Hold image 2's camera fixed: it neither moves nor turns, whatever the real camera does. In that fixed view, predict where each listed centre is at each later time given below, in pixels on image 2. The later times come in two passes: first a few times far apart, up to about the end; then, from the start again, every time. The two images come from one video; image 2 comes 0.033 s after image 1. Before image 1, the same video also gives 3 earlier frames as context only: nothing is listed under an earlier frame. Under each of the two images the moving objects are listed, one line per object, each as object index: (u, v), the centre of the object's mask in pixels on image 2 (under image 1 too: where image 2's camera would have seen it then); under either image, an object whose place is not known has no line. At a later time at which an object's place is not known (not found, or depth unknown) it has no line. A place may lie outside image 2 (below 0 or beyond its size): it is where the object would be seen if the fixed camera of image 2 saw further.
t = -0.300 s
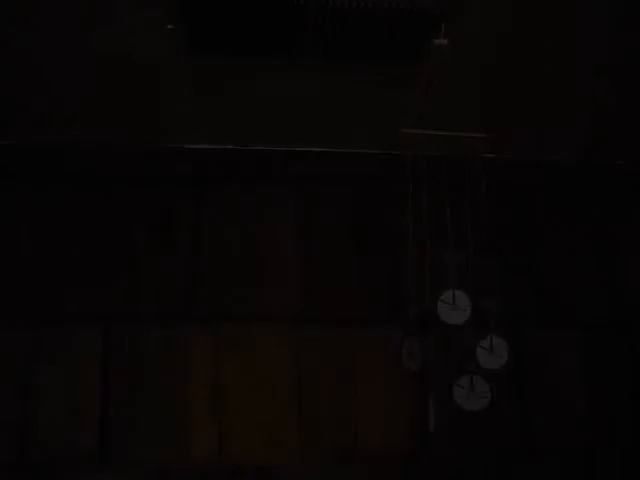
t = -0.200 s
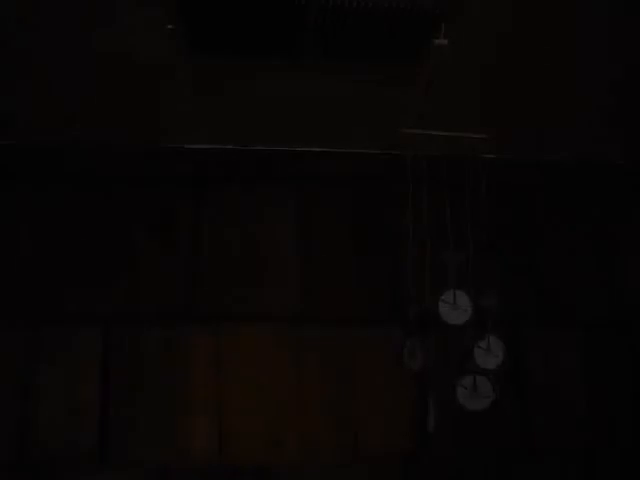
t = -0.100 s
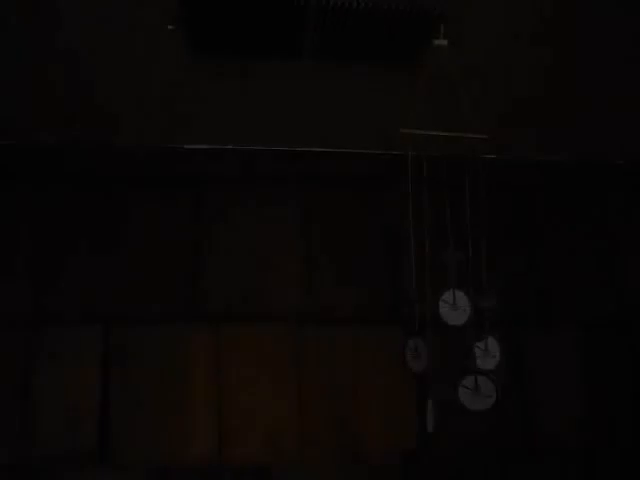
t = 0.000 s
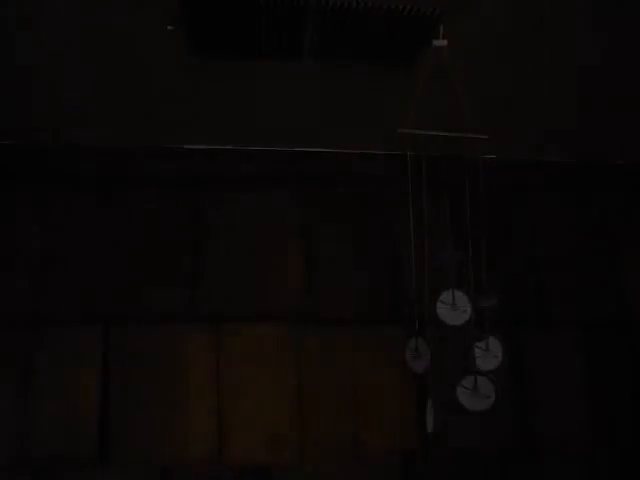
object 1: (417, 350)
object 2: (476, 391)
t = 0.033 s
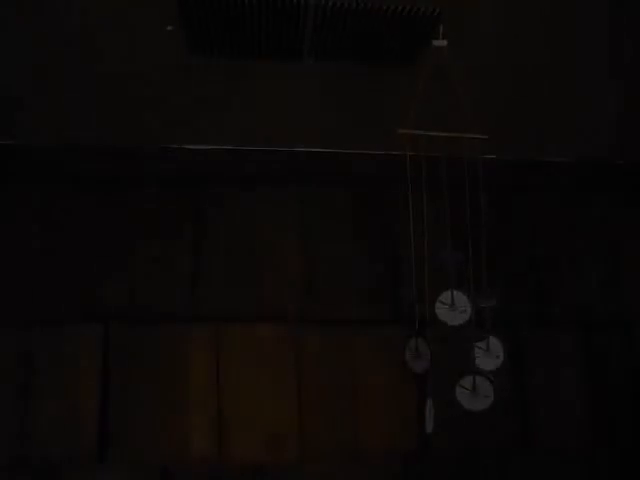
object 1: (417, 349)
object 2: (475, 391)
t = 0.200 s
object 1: (415, 349)
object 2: (471, 391)
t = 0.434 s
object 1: (408, 350)
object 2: (467, 390)
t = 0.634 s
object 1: (404, 344)
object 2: (473, 390)
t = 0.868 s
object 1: (408, 343)
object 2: (474, 388)
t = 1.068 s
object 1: (414, 343)
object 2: (470, 388)
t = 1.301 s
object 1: (415, 342)
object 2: (468, 388)
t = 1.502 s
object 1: (410, 342)
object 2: (470, 389)
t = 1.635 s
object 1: (406, 342)
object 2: (473, 390)
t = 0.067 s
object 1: (417, 350)
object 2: (474, 392)
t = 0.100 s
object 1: (417, 350)
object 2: (473, 391)
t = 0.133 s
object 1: (417, 350)
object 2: (473, 391)
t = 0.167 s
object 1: (416, 350)
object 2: (472, 391)
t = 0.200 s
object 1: (415, 349)
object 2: (471, 391)
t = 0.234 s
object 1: (415, 350)
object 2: (470, 392)
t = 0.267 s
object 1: (414, 350)
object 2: (469, 391)
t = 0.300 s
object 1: (413, 350)
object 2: (469, 391)
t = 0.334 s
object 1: (412, 350)
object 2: (468, 391)
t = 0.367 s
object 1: (411, 350)
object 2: (468, 390)
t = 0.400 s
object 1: (410, 349)
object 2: (468, 390)
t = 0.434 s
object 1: (408, 350)
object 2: (467, 390)
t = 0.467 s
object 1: (407, 344)
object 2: (467, 390)
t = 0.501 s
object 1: (406, 343)
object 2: (468, 390)
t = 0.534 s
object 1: (405, 343)
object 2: (469, 391)
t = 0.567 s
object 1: (404, 344)
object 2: (471, 390)
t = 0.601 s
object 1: (404, 344)
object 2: (472, 390)
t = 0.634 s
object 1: (404, 344)
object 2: (473, 390)
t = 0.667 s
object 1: (404, 345)
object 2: (474, 390)
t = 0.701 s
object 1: (404, 344)
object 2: (475, 389)
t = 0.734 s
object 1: (404, 344)
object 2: (475, 389)
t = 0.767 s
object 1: (405, 343)
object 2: (475, 389)
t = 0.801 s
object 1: (406, 343)
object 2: (475, 389)
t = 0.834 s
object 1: (407, 343)
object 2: (474, 389)
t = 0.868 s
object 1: (408, 343)
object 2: (474, 388)
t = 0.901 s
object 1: (409, 344)
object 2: (473, 388)
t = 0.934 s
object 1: (410, 344)
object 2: (473, 388)
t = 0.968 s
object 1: (411, 344)
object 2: (472, 388)
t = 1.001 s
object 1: (412, 344)
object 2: (472, 388)
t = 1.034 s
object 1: (413, 343)
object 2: (471, 387)
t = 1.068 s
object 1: (414, 343)
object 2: (470, 388)
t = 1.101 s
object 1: (414, 342)
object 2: (470, 388)
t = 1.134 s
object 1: (415, 341)
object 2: (469, 388)
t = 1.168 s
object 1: (415, 341)
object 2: (469, 388)
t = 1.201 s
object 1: (416, 341)
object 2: (468, 388)
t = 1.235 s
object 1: (416, 341)
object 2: (468, 388)
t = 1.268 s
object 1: (416, 342)
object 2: (468, 388)
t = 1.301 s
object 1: (415, 342)
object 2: (468, 388)
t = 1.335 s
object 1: (415, 343)
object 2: (468, 389)
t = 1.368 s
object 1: (414, 343)
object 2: (469, 388)
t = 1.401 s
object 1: (413, 342)
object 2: (469, 388)
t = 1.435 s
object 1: (412, 342)
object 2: (470, 388)
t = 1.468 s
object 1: (411, 343)
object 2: (470, 389)
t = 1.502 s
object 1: (410, 342)
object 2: (470, 389)
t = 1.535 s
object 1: (409, 342)
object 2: (471, 389)
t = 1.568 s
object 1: (408, 342)
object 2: (472, 389)
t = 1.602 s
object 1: (407, 342)
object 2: (472, 390)
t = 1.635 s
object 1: (406, 342)
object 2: (473, 390)
